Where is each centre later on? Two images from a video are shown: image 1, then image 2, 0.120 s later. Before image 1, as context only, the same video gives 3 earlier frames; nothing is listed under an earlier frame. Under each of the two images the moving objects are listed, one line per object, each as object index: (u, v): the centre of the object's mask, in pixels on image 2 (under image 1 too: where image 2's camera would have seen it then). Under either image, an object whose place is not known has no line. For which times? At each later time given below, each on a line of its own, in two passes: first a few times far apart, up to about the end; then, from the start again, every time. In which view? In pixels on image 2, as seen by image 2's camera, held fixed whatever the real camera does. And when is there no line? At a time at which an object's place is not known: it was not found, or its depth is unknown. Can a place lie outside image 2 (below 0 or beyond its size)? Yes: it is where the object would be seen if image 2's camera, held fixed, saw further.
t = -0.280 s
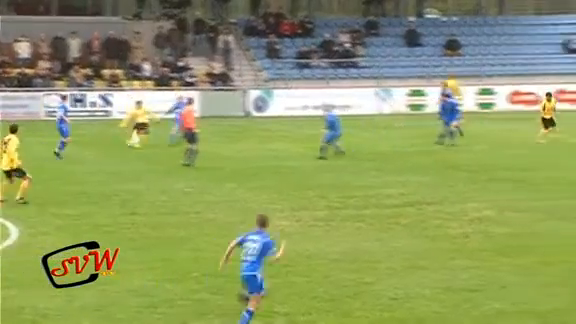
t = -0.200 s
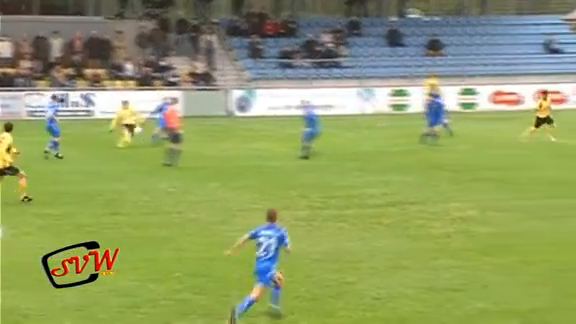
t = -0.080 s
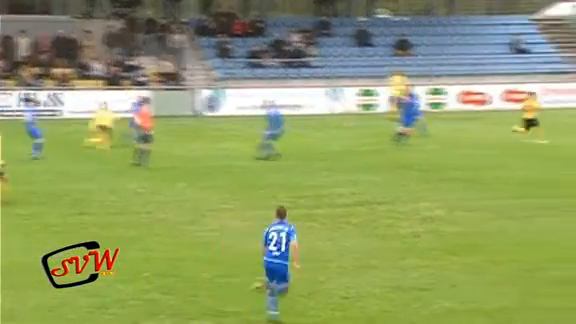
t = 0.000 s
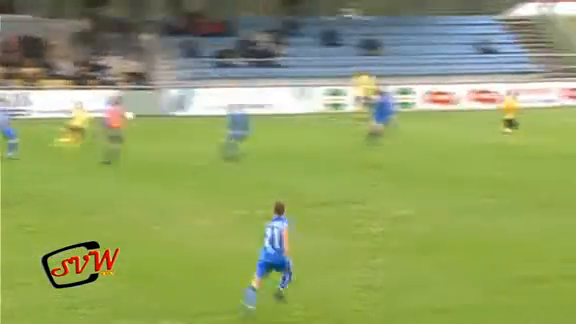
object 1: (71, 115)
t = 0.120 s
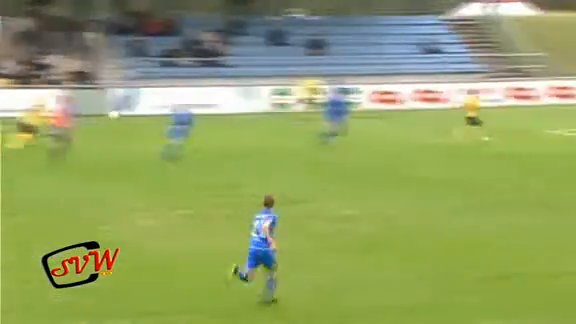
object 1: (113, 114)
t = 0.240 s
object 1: (153, 121)
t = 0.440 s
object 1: (229, 147)
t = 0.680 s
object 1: (328, 183)
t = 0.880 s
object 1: (409, 177)
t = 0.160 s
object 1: (125, 115)
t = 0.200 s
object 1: (140, 117)
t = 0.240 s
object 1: (153, 121)
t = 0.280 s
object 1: (168, 124)
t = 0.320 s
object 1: (182, 130)
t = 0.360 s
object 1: (197, 134)
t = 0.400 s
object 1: (213, 140)
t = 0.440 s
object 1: (229, 147)
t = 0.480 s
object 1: (244, 154)
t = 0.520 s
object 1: (261, 164)
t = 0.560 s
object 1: (278, 174)
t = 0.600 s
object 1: (296, 184)
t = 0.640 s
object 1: (312, 186)
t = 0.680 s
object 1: (328, 183)
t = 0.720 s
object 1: (343, 180)
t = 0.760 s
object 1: (360, 177)
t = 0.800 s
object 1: (376, 176)
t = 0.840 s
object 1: (392, 176)
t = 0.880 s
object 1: (409, 177)
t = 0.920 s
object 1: (427, 179)
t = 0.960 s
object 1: (444, 181)
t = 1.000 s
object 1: (462, 185)
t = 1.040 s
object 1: (481, 189)
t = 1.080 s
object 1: (500, 195)
